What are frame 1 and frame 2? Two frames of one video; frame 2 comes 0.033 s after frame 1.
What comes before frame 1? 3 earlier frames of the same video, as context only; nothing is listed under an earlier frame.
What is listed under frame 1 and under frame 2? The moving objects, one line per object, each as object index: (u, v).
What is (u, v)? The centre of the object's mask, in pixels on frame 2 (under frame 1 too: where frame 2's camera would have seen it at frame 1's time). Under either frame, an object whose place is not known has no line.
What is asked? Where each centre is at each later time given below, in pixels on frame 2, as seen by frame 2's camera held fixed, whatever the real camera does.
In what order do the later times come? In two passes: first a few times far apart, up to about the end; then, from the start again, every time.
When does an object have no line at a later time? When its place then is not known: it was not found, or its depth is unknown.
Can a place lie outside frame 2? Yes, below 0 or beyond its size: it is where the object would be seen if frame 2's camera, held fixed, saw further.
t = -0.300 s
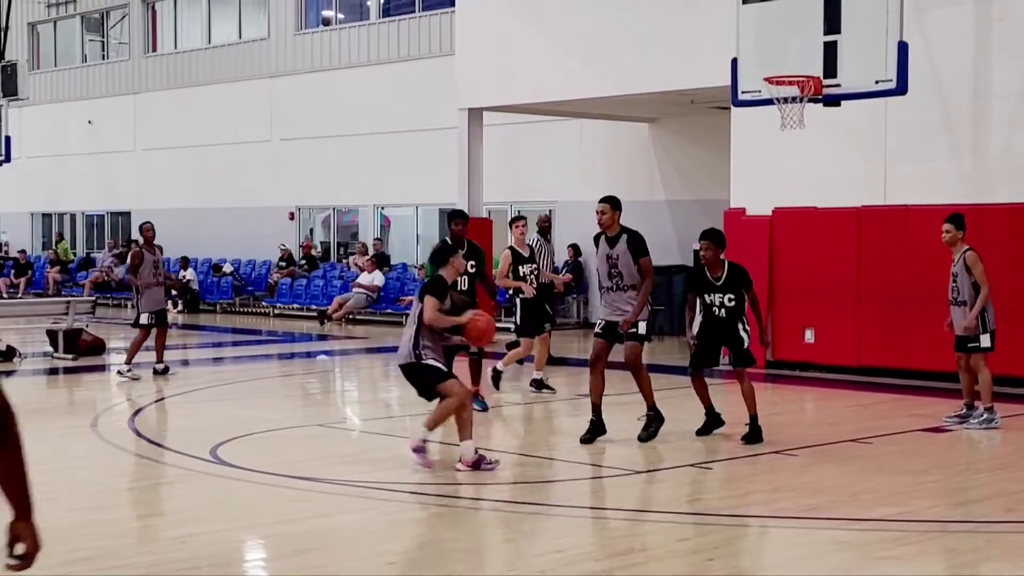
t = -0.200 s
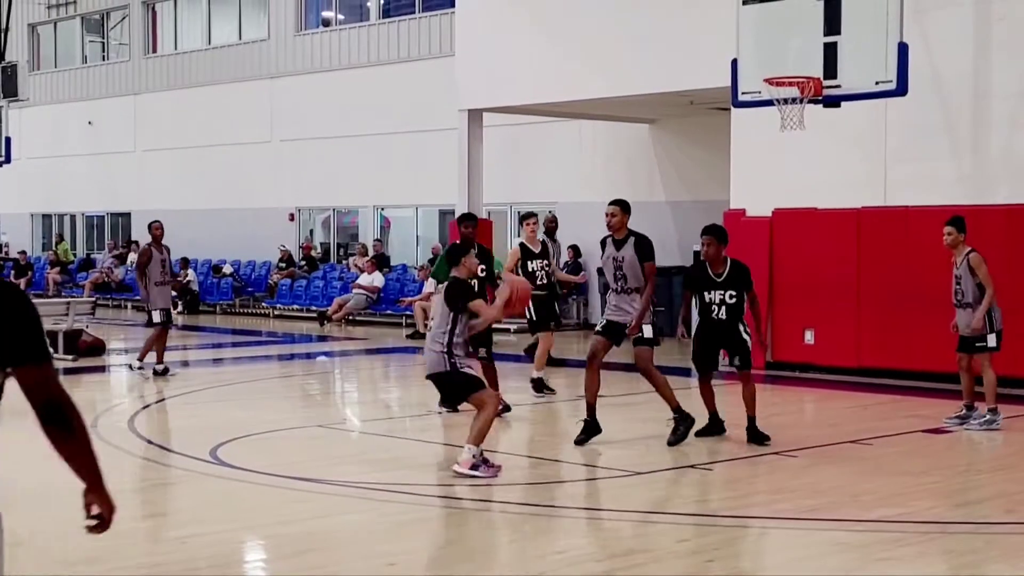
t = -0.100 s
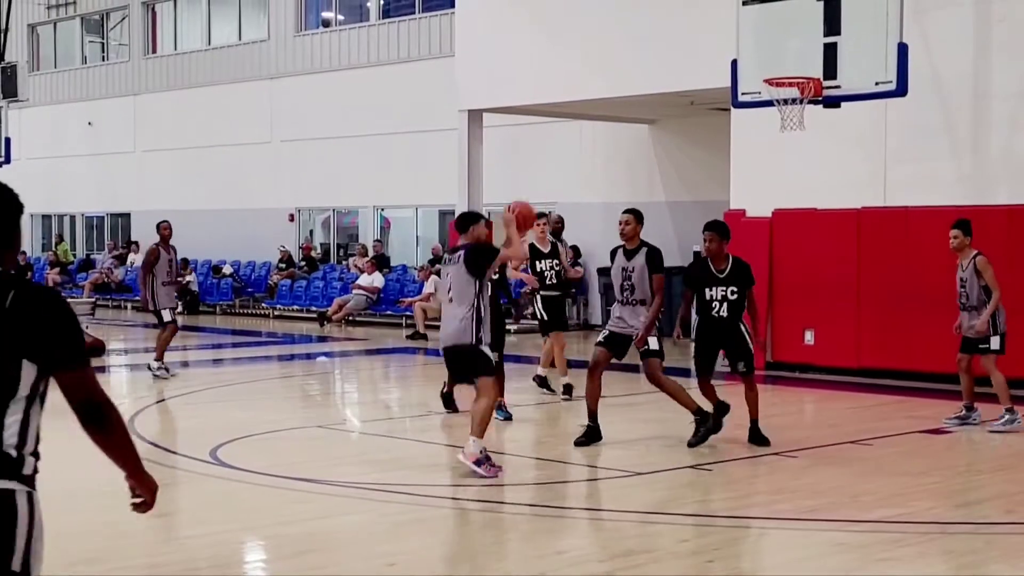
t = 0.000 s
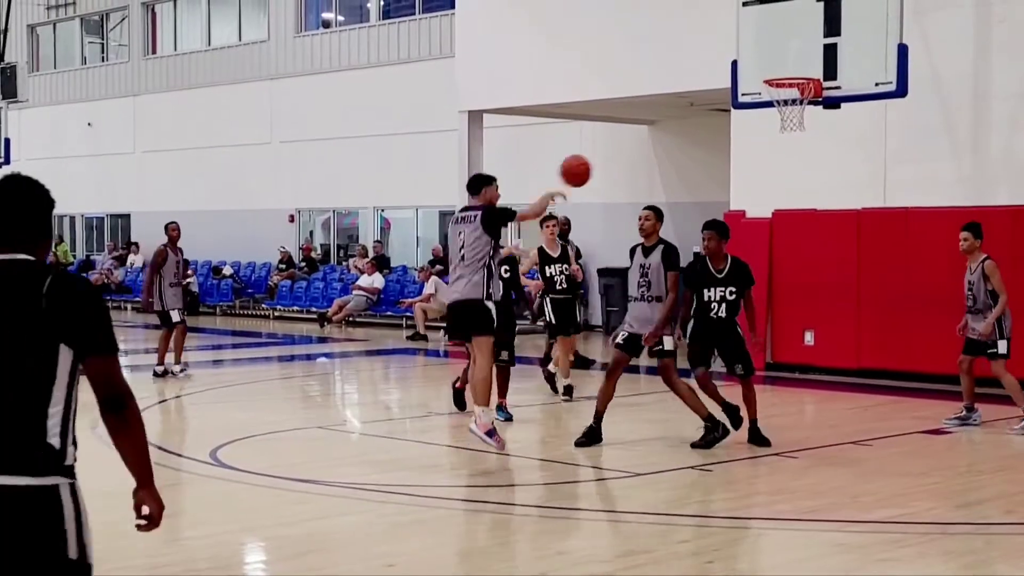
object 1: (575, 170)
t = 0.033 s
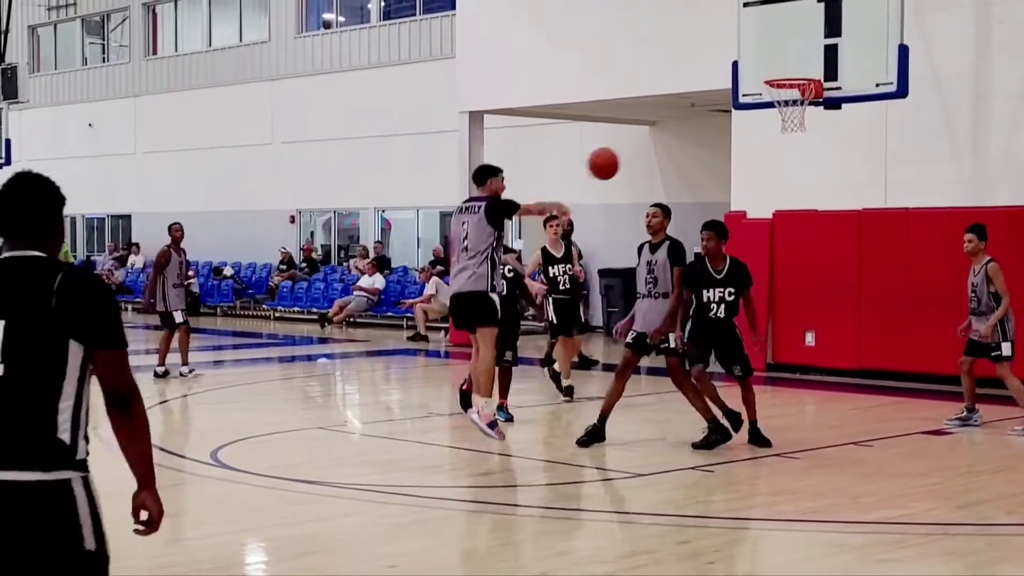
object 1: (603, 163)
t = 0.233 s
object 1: (754, 149)
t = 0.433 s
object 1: (885, 183)
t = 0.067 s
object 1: (630, 157)
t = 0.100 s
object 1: (656, 153)
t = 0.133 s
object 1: (681, 150)
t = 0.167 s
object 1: (707, 149)
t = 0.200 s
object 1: (730, 148)
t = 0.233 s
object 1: (754, 149)
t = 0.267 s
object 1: (778, 152)
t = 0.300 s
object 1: (800, 155)
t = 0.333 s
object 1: (822, 161)
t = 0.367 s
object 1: (844, 167)
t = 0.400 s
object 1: (865, 174)
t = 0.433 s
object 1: (885, 183)
